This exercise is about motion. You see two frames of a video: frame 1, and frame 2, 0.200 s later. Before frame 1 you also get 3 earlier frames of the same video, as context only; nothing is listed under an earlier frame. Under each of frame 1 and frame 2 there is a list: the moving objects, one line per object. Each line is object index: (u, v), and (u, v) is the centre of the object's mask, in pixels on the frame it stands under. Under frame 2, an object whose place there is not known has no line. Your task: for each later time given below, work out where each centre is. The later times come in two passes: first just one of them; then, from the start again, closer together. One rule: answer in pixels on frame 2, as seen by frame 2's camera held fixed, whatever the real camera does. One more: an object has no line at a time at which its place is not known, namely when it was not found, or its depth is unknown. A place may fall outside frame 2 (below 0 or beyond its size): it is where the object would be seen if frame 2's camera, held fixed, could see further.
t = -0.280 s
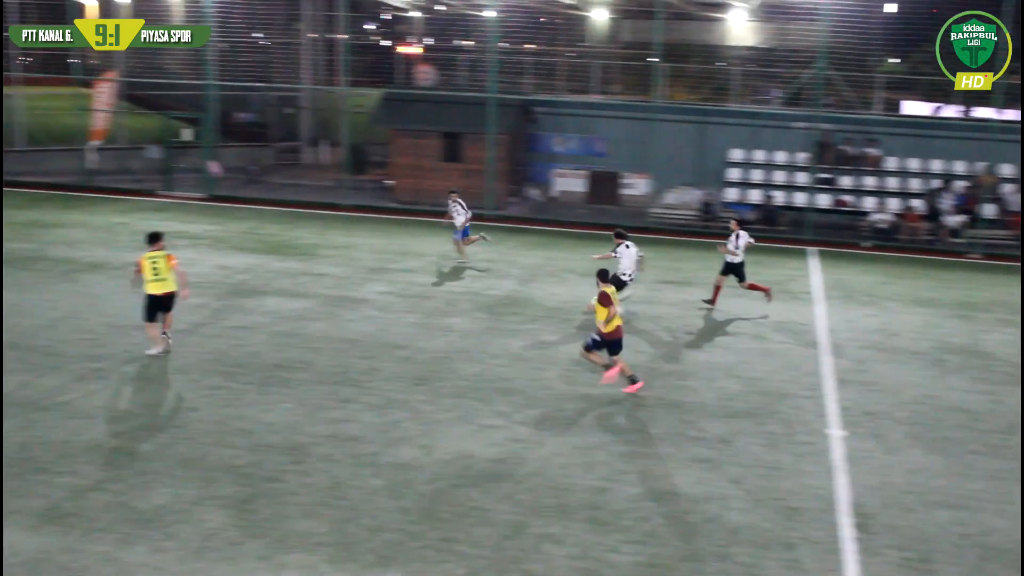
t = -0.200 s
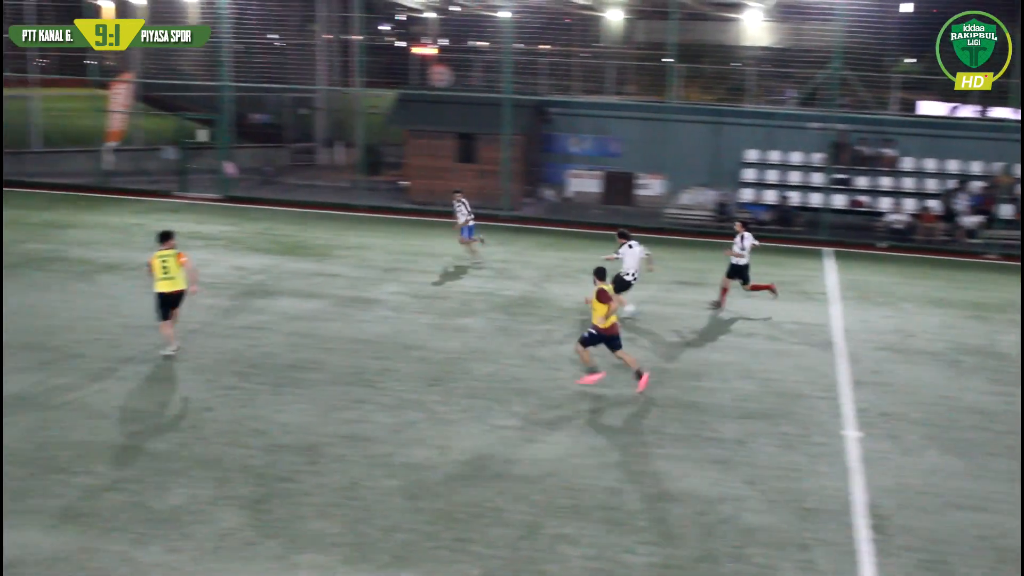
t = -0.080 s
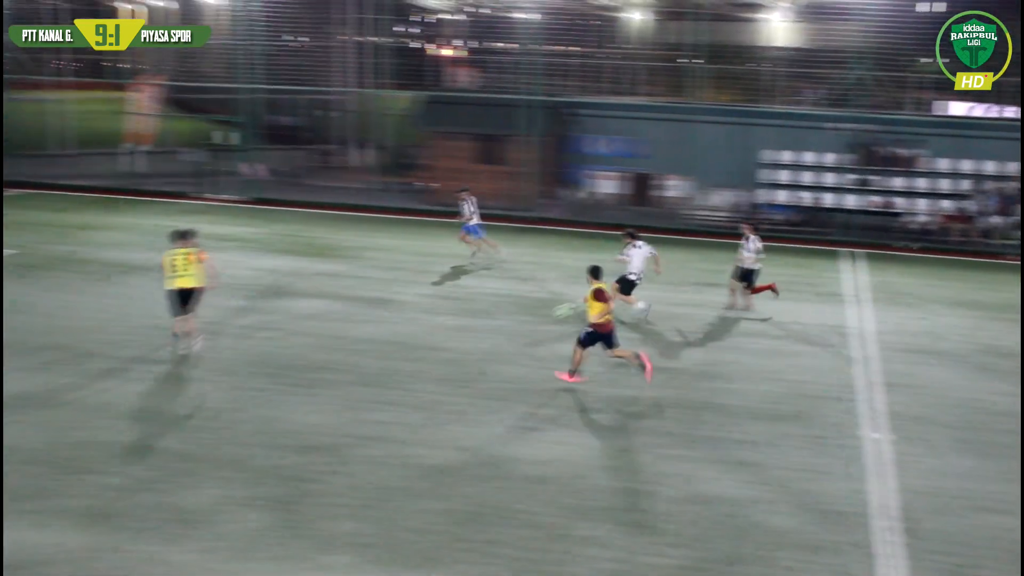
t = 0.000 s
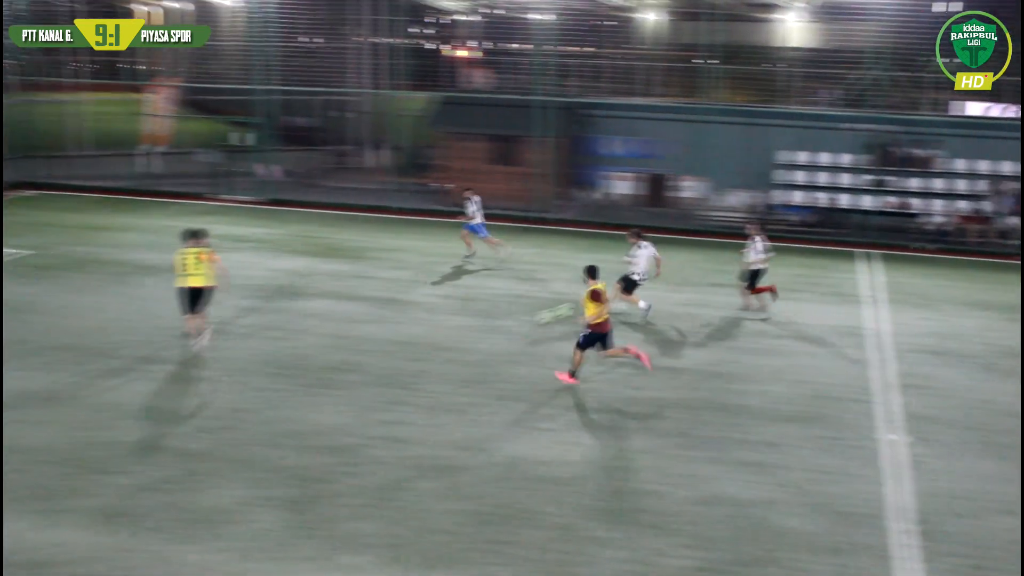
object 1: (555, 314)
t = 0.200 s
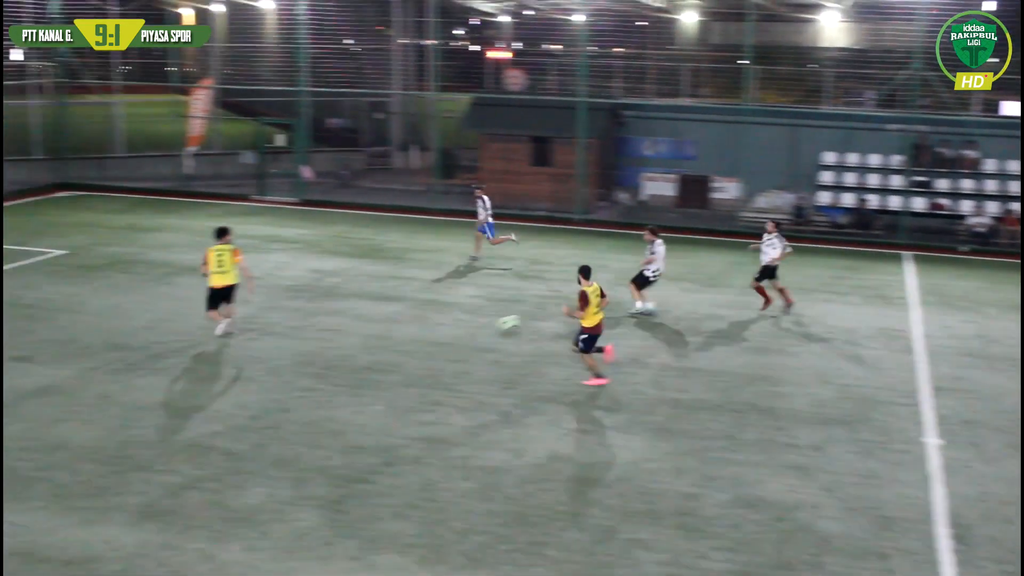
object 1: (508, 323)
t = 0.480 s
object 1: (393, 336)
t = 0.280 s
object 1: (476, 327)
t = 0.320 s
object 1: (457, 330)
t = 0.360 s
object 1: (442, 332)
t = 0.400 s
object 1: (425, 333)
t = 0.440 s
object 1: (410, 335)
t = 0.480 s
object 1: (393, 336)
